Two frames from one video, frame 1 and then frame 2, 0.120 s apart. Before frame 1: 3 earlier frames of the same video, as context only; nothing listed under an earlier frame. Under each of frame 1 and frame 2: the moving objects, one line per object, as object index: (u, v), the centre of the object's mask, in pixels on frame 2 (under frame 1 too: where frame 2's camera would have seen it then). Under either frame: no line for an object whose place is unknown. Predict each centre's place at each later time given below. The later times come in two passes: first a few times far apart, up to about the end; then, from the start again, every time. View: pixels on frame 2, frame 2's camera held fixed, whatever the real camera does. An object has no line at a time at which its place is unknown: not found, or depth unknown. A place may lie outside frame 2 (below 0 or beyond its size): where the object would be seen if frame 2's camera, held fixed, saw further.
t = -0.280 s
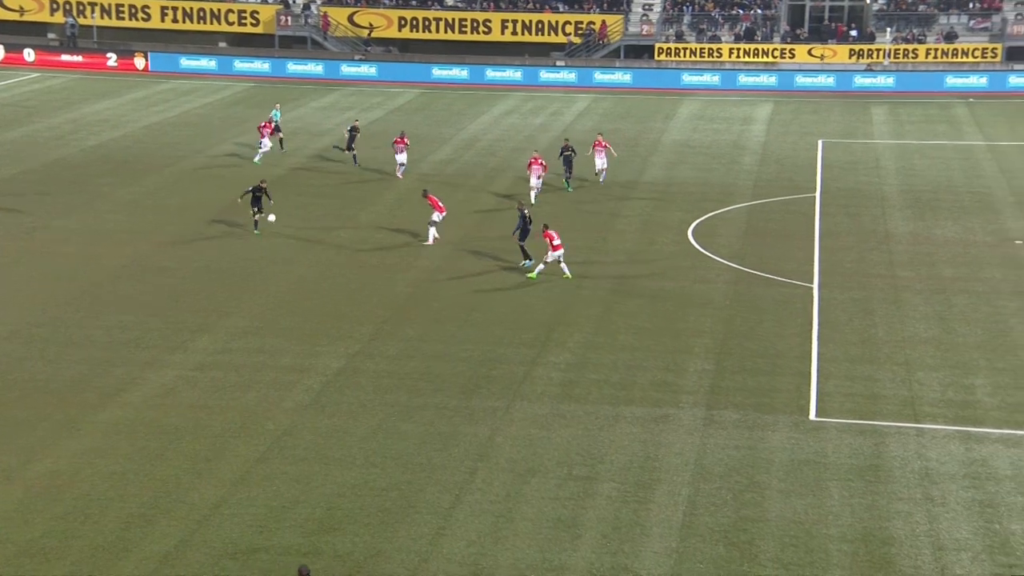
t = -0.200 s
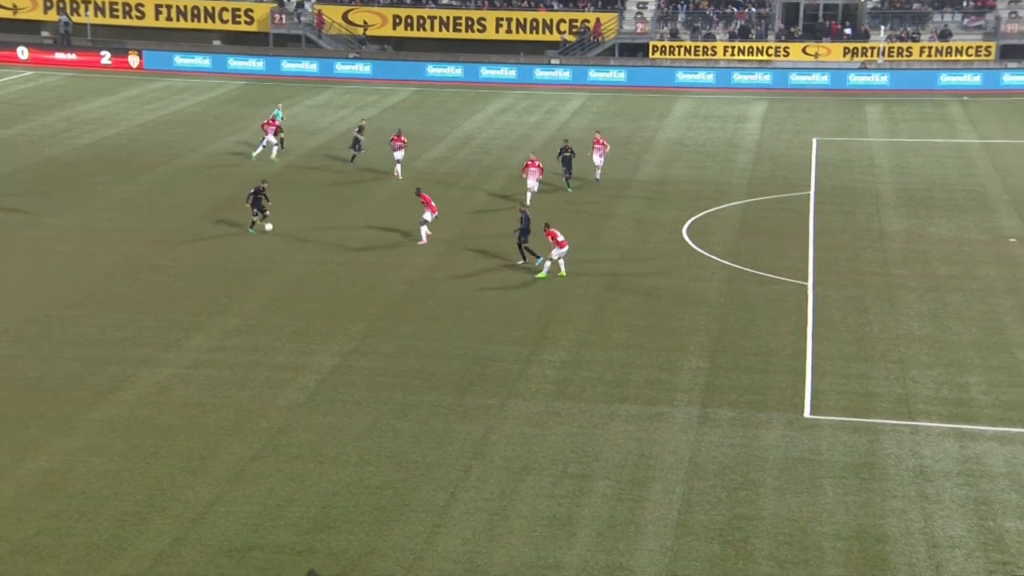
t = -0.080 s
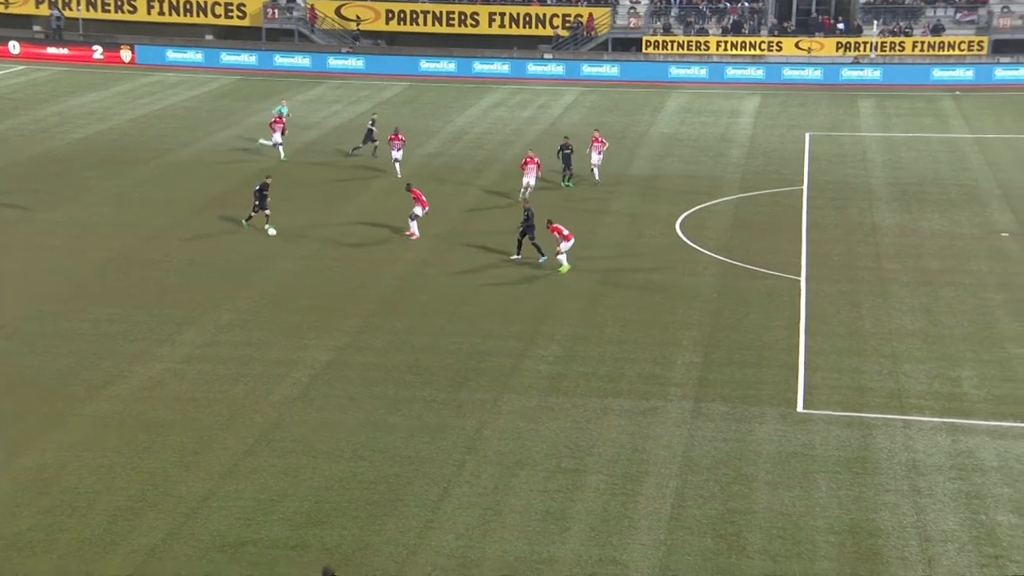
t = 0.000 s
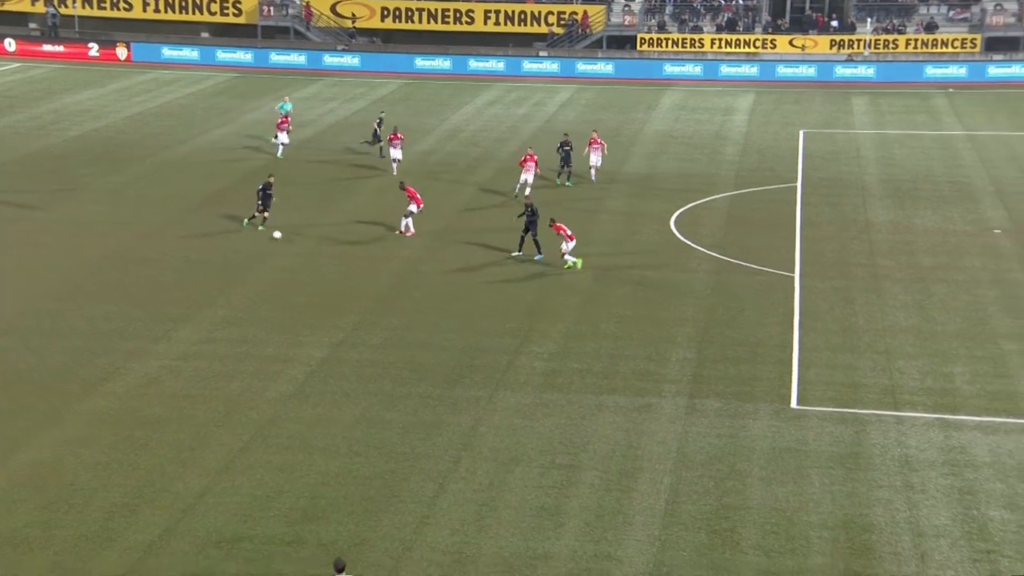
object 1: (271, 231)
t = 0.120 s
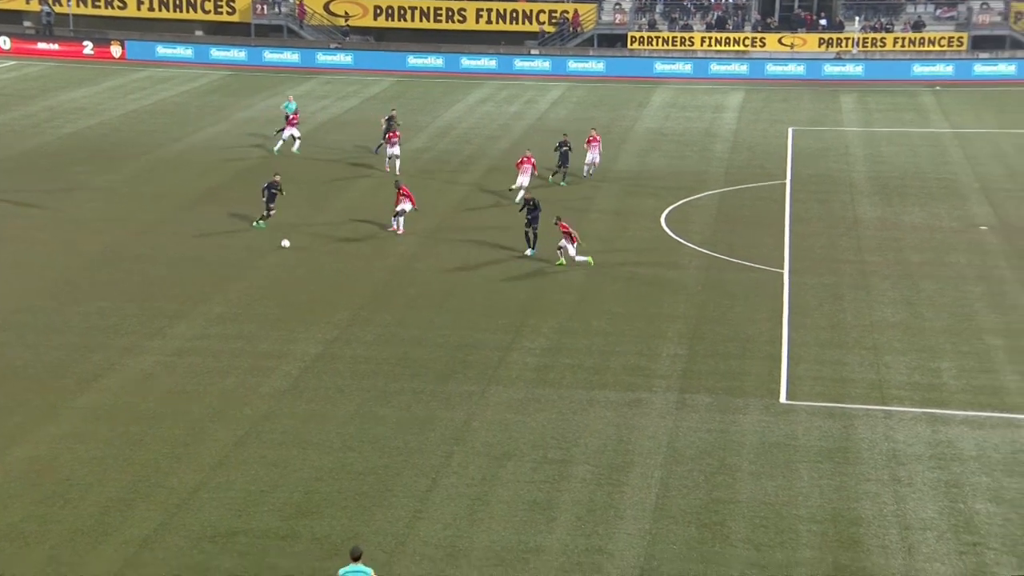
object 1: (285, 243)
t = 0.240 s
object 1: (299, 253)
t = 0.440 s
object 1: (322, 271)
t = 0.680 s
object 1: (349, 292)
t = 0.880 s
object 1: (371, 308)
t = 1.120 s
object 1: (396, 327)
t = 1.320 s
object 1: (414, 343)
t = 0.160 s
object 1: (290, 247)
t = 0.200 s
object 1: (295, 250)
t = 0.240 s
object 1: (299, 253)
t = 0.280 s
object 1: (304, 257)
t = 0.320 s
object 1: (309, 261)
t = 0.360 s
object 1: (313, 265)
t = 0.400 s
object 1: (318, 267)
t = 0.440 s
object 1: (322, 271)
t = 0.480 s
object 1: (327, 275)
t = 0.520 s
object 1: (331, 278)
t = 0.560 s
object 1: (336, 281)
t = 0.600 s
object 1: (341, 285)
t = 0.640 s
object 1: (345, 289)
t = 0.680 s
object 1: (349, 292)
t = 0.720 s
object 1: (354, 295)
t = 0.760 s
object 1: (359, 299)
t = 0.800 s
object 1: (363, 301)
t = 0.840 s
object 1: (367, 305)
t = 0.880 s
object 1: (371, 308)
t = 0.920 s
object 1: (375, 312)
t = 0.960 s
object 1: (380, 314)
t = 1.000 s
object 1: (384, 318)
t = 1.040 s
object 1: (388, 321)
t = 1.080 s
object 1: (392, 324)
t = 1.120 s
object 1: (396, 327)
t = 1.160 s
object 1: (400, 331)
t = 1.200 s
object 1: (404, 334)
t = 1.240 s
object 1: (407, 337)
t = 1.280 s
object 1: (411, 340)
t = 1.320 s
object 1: (414, 343)
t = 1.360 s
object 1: (418, 345)
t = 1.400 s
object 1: (421, 349)
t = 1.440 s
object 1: (424, 351)
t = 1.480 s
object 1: (427, 354)
